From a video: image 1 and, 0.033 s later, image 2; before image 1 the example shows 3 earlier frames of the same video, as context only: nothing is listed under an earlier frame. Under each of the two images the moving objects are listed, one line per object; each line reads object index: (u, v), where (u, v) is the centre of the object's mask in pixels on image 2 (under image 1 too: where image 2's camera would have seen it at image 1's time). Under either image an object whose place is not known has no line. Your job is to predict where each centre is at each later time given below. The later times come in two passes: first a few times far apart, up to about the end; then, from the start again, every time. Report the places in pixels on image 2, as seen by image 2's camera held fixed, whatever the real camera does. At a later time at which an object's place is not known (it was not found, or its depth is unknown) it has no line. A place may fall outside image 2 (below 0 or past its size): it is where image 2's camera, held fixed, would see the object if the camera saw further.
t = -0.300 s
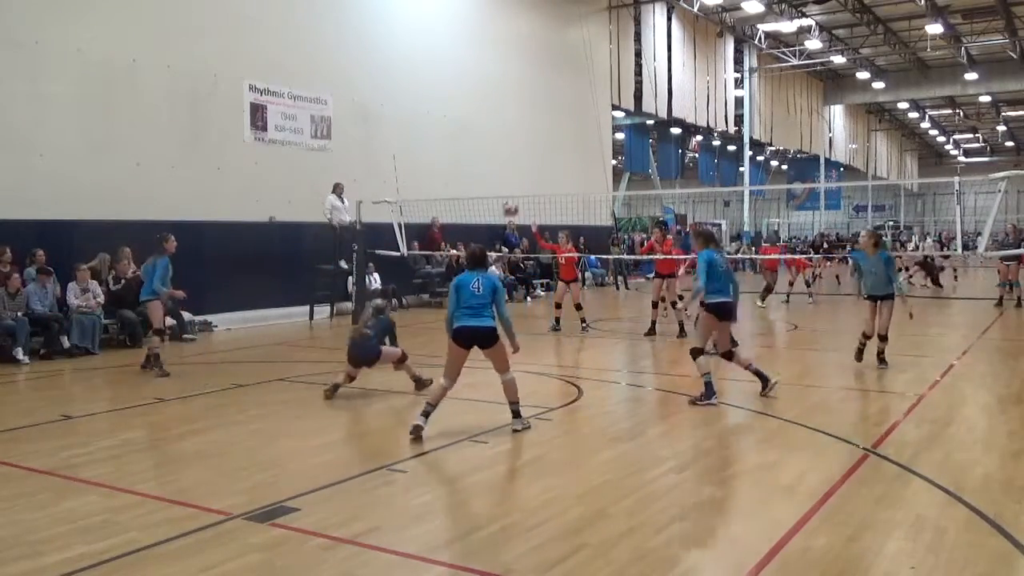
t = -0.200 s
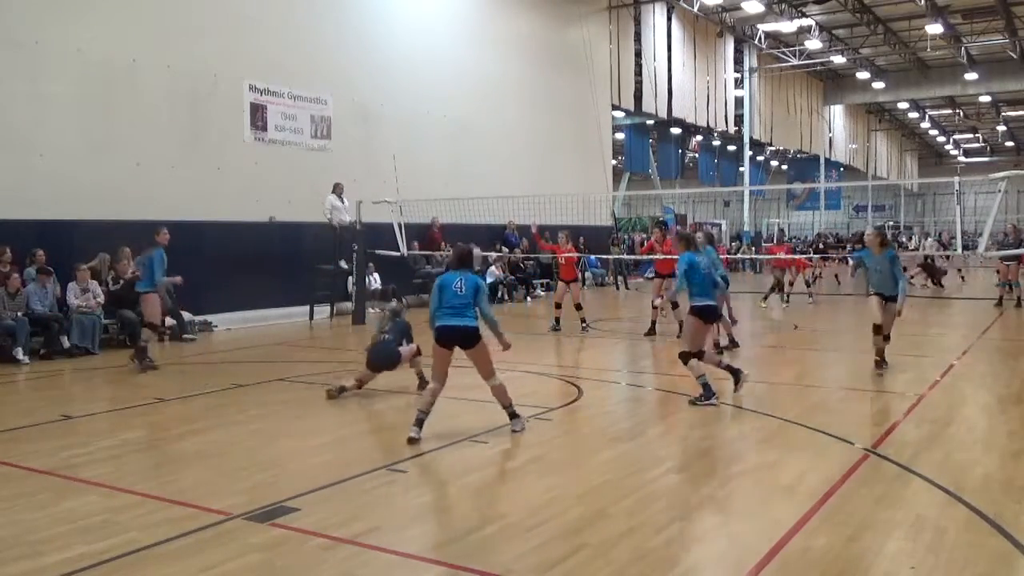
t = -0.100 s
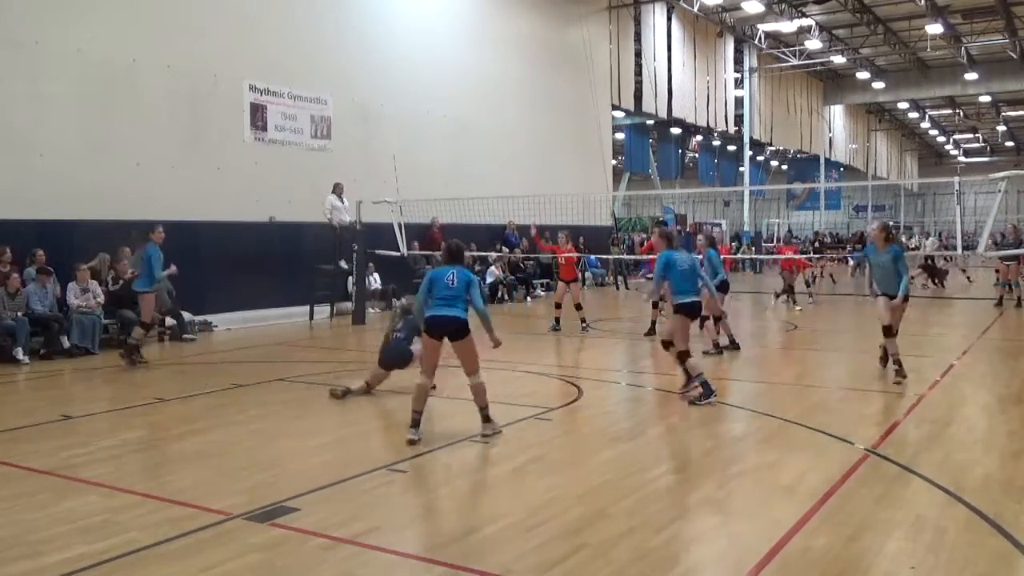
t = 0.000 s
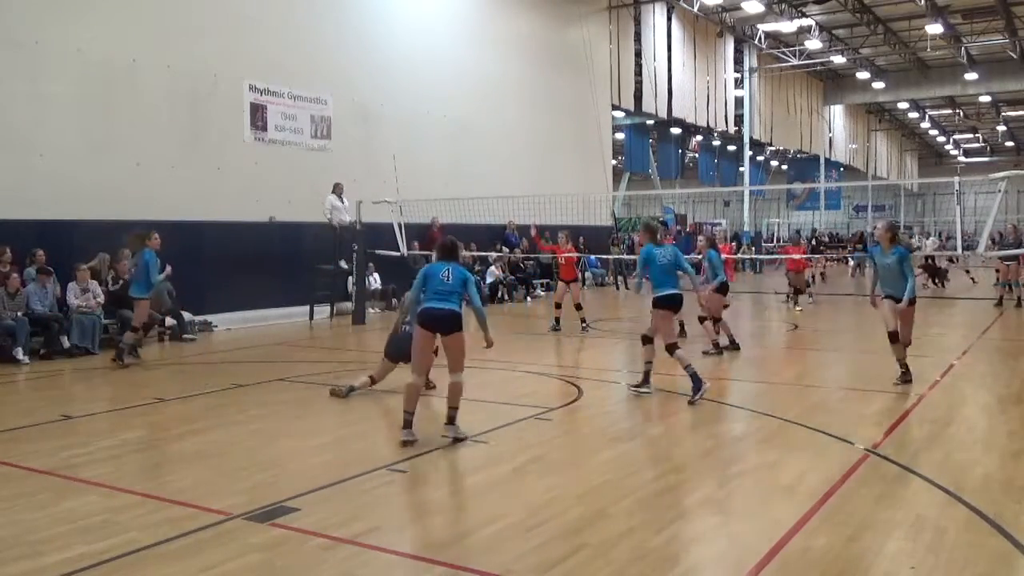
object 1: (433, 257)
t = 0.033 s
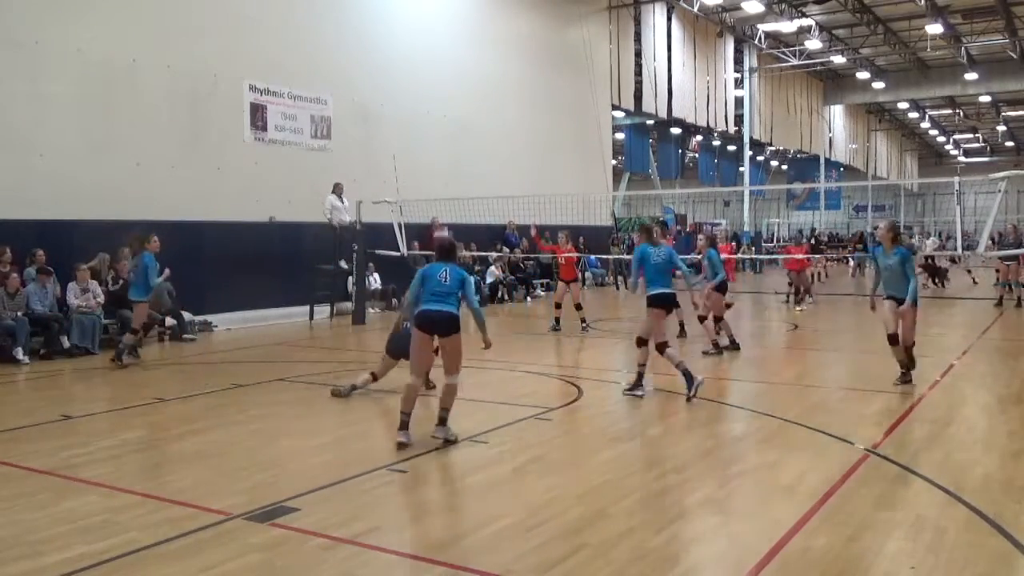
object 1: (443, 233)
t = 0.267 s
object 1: (466, 115)
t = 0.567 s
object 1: (494, 39)
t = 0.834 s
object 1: (517, 35)
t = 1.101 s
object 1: (539, 82)
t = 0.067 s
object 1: (445, 216)
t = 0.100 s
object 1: (449, 197)
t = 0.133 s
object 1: (453, 179)
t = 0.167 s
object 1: (456, 162)
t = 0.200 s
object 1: (460, 144)
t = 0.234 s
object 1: (463, 131)
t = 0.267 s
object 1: (466, 115)
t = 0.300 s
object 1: (469, 103)
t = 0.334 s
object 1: (472, 92)
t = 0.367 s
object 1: (476, 82)
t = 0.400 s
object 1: (479, 72)
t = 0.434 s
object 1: (482, 63)
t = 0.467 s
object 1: (485, 56)
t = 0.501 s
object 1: (488, 49)
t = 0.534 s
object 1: (491, 44)
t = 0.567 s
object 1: (494, 39)
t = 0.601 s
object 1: (497, 35)
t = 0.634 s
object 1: (500, 33)
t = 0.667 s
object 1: (503, 31)
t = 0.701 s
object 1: (506, 31)
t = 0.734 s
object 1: (509, 30)
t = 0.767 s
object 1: (511, 31)
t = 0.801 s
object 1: (514, 32)
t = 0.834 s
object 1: (517, 35)
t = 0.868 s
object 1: (520, 38)
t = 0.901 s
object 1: (523, 42)
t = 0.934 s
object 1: (526, 47)
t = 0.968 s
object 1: (528, 53)
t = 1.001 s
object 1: (531, 59)
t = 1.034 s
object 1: (533, 66)
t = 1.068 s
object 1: (537, 74)
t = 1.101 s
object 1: (539, 82)
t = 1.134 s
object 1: (541, 91)
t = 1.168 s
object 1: (544, 103)
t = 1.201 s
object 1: (547, 111)
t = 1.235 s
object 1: (549, 122)
